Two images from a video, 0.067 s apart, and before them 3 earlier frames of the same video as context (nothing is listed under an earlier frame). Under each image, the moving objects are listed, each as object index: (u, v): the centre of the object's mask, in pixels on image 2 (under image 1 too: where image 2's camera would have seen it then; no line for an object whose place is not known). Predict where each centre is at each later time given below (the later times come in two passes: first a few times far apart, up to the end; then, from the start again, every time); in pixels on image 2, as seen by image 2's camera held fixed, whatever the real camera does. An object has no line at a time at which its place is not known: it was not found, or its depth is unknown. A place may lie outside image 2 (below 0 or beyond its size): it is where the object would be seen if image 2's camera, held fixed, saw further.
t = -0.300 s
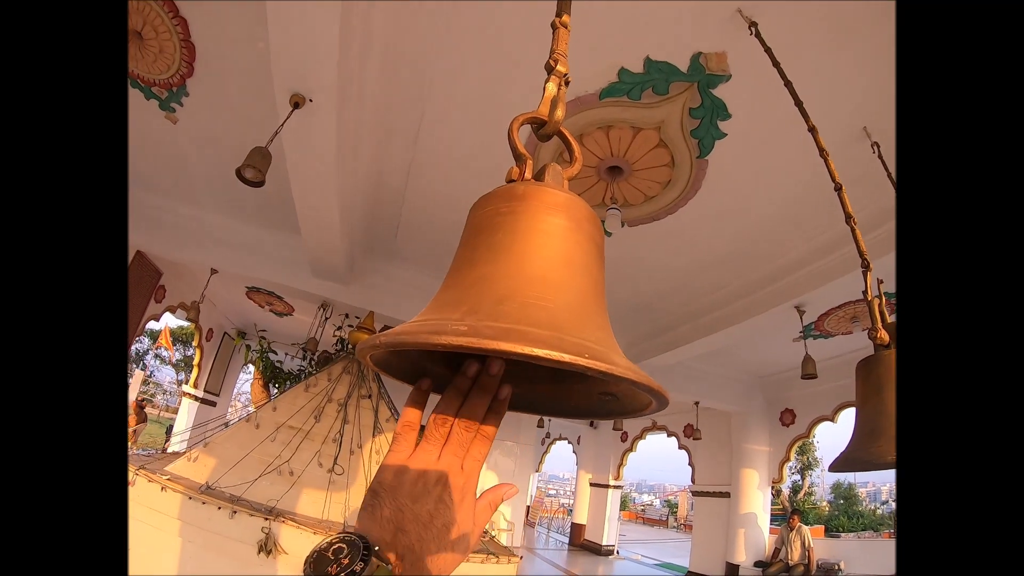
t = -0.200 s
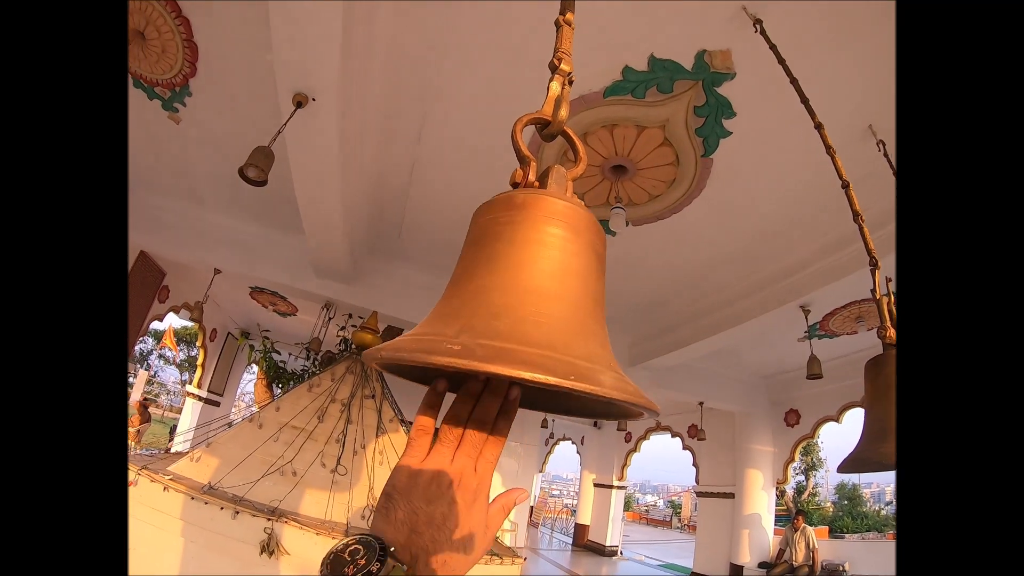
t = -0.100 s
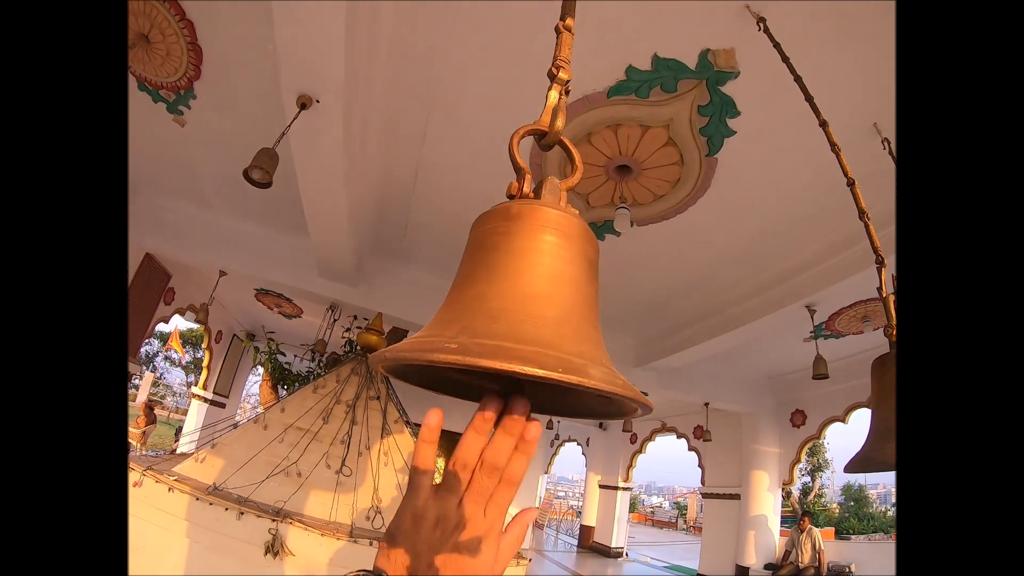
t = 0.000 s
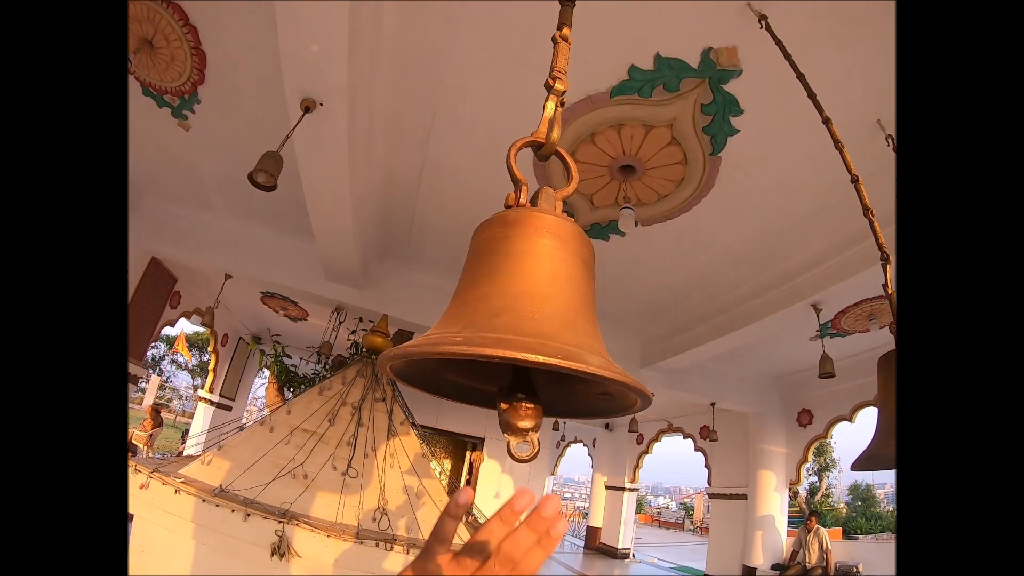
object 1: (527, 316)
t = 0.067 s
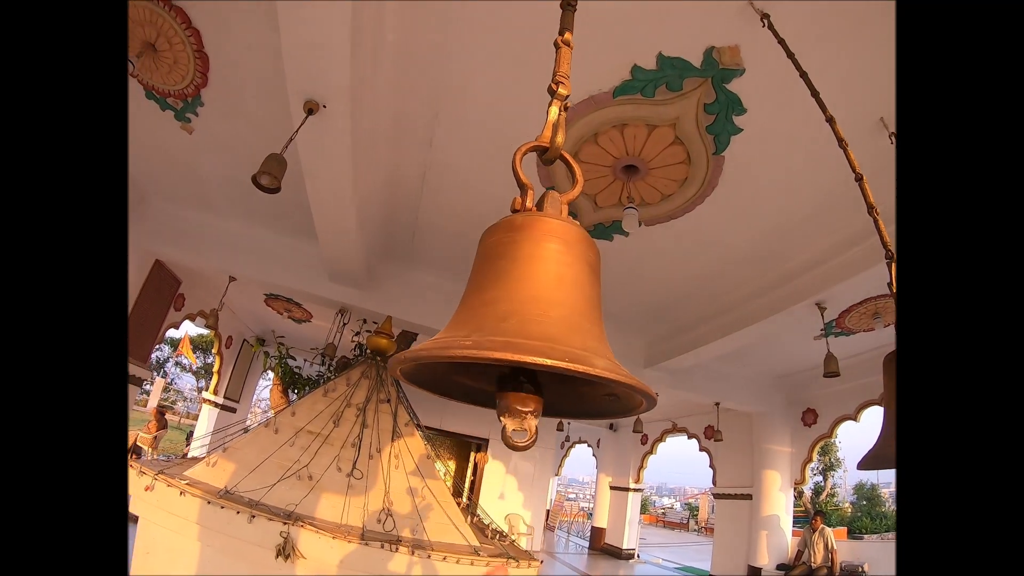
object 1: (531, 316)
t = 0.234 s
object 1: (532, 320)
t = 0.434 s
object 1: (524, 320)
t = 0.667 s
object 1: (518, 309)
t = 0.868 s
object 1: (505, 291)
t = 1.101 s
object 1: (488, 273)
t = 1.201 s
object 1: (484, 264)
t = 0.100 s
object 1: (533, 317)
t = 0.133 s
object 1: (534, 318)
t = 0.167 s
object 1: (534, 319)
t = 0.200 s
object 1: (533, 319)
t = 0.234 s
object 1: (532, 320)
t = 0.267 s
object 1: (531, 320)
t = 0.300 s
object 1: (531, 319)
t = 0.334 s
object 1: (530, 319)
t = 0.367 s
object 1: (528, 319)
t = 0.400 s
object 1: (526, 320)
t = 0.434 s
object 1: (524, 320)
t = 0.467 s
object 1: (522, 321)
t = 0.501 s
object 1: (520, 321)
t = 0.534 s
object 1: (519, 320)
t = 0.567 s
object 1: (517, 318)
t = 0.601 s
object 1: (517, 315)
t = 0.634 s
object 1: (518, 312)
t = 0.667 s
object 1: (518, 309)
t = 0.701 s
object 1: (517, 306)
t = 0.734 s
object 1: (516, 303)
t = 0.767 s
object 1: (514, 300)
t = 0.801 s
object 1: (511, 297)
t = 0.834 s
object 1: (508, 294)
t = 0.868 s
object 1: (505, 291)
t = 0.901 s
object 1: (502, 289)
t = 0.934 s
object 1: (499, 286)
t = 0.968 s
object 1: (497, 284)
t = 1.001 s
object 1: (494, 281)
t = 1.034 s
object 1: (493, 278)
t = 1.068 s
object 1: (490, 276)
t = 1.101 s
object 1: (488, 273)
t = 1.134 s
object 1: (486, 270)
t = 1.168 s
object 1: (485, 267)
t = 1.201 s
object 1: (484, 264)
